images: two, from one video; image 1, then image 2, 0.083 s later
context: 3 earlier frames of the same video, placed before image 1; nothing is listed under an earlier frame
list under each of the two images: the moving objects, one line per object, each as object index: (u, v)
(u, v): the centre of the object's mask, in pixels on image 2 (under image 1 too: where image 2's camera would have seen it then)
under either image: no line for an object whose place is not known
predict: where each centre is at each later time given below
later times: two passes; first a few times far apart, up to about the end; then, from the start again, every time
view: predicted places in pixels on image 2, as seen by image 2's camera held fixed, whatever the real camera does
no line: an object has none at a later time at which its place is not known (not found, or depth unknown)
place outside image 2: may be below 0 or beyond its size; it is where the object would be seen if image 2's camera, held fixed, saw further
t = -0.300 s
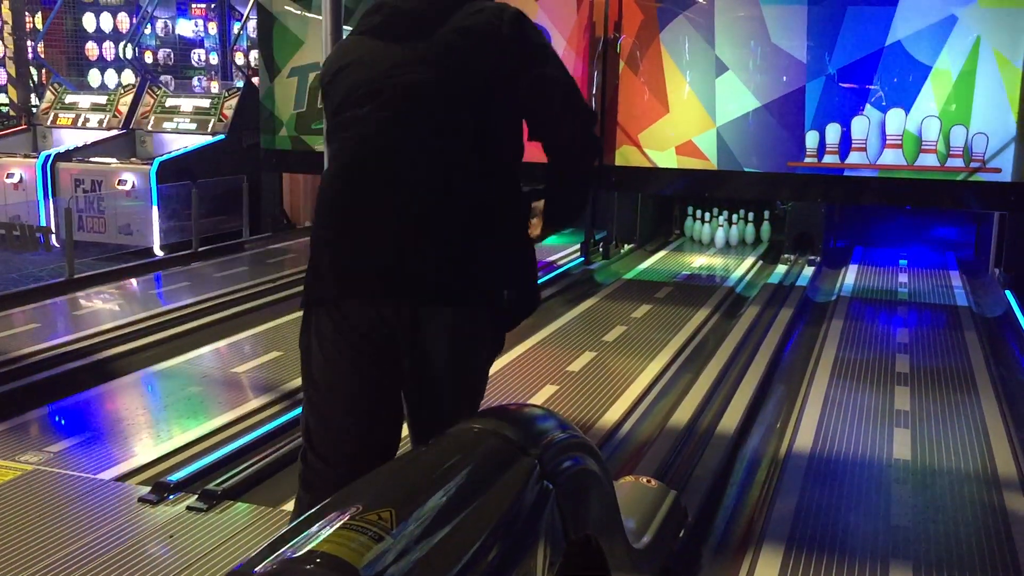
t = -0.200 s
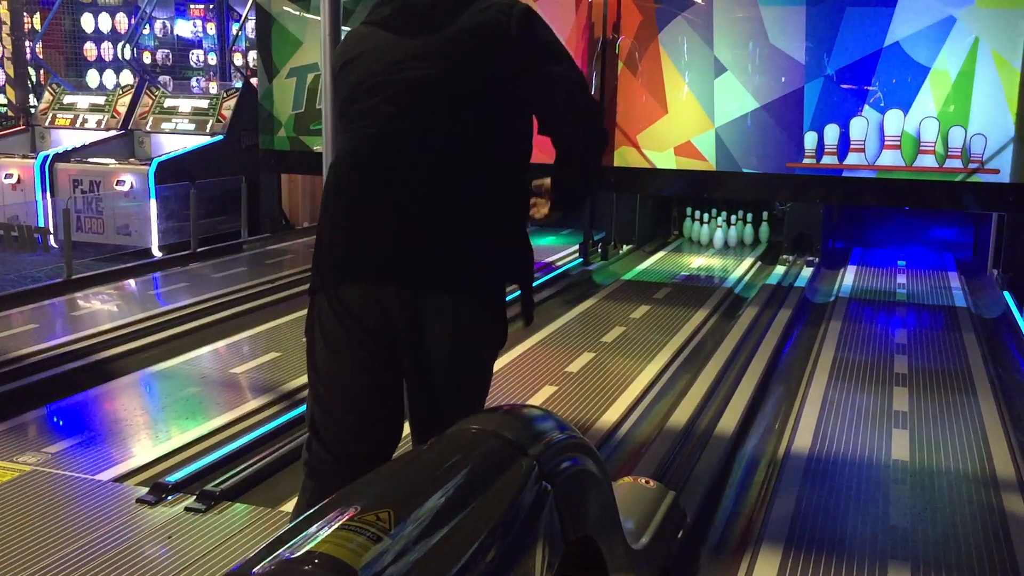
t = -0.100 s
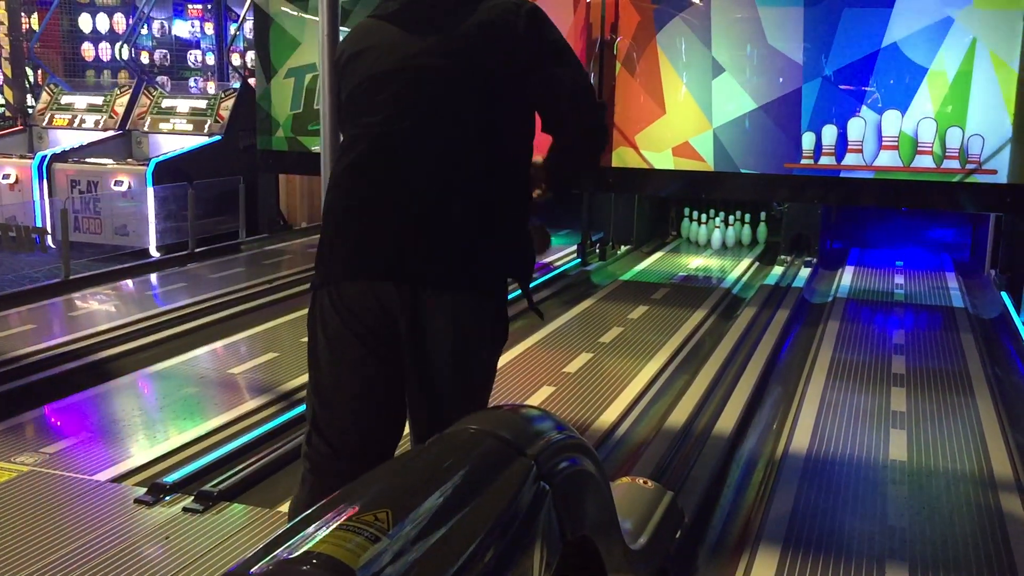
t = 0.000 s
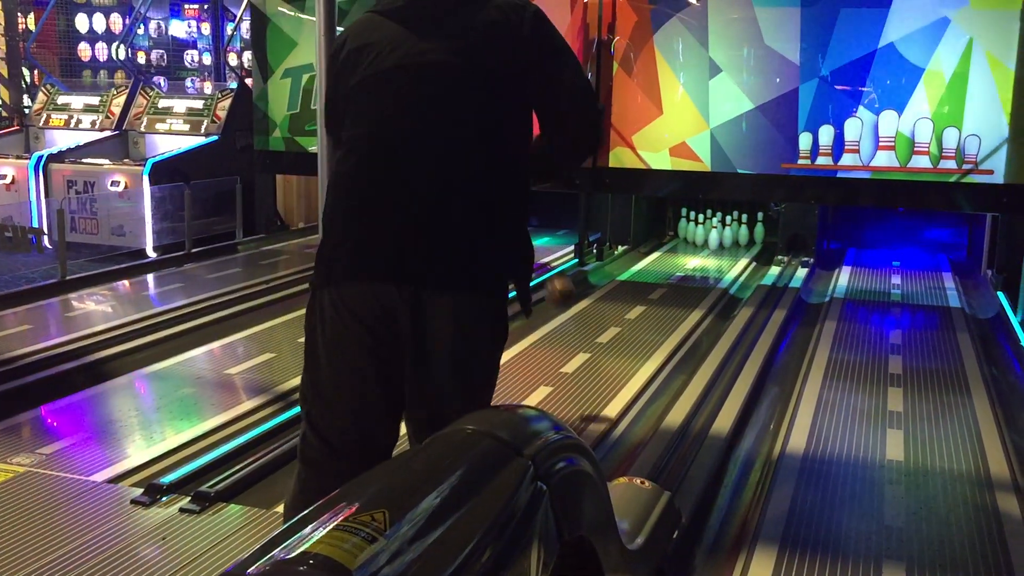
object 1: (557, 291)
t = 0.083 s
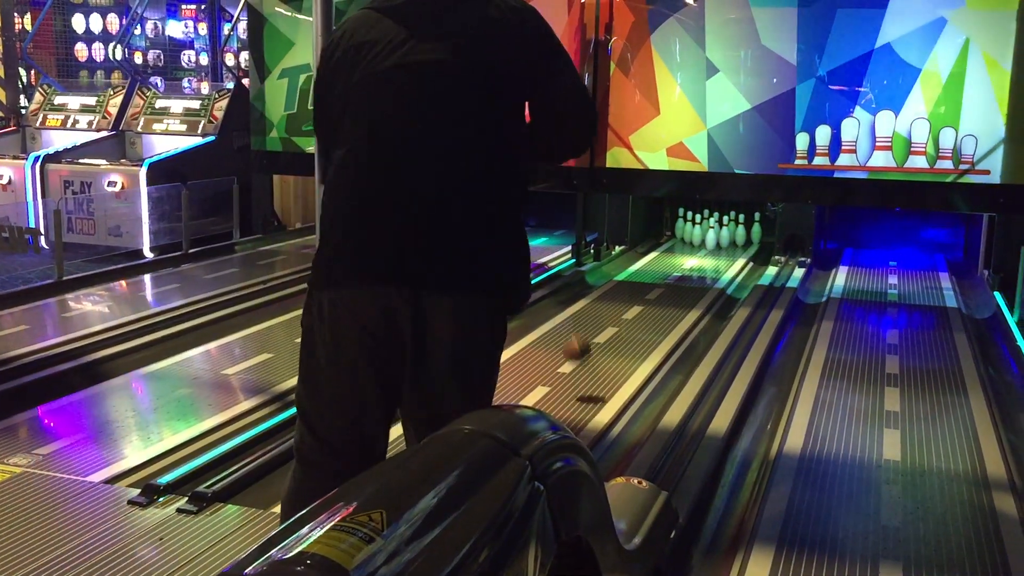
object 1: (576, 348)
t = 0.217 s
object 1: (604, 354)
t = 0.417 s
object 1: (637, 335)
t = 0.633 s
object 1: (664, 313)
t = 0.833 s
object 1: (682, 298)
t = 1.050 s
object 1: (700, 284)
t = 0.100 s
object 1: (580, 362)
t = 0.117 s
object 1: (583, 377)
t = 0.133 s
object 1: (587, 378)
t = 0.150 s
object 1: (591, 373)
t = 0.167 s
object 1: (595, 368)
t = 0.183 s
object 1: (597, 364)
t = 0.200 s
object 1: (601, 357)
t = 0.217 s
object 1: (604, 354)
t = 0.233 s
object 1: (607, 351)
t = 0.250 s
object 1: (610, 349)
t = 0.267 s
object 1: (614, 350)
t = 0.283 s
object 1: (616, 348)
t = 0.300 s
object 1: (619, 347)
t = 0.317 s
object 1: (621, 348)
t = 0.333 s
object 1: (625, 346)
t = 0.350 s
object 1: (627, 344)
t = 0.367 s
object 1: (630, 342)
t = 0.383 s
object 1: (632, 340)
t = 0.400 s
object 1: (635, 338)
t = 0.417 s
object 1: (637, 335)
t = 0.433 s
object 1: (640, 333)
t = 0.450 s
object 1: (642, 331)
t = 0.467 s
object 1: (644, 329)
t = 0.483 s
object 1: (646, 328)
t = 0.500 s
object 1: (649, 326)
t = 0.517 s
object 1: (651, 325)
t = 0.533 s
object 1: (653, 323)
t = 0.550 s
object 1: (655, 321)
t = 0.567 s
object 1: (657, 319)
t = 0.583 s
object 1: (659, 317)
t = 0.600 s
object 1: (661, 316)
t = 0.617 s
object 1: (663, 314)
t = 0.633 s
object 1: (664, 313)
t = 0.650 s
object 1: (666, 311)
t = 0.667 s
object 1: (668, 310)
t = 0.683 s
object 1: (669, 309)
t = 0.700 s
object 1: (671, 307)
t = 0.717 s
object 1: (673, 306)
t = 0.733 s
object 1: (674, 305)
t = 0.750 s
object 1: (675, 304)
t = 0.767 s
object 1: (677, 302)
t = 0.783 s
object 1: (679, 301)
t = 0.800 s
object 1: (680, 300)
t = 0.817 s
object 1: (681, 299)
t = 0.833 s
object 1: (682, 298)
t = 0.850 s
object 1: (683, 298)
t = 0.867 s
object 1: (685, 296)
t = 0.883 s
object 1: (686, 296)
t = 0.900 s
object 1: (687, 294)
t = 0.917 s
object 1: (689, 292)
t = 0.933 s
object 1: (691, 291)
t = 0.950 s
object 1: (693, 290)
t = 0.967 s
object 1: (694, 288)
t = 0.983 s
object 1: (696, 288)
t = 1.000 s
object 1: (696, 287)
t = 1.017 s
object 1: (698, 285)
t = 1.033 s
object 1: (699, 285)
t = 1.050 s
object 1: (700, 284)
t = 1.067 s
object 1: (701, 283)
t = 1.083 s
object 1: (702, 282)
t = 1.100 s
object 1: (703, 281)
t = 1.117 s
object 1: (704, 280)
